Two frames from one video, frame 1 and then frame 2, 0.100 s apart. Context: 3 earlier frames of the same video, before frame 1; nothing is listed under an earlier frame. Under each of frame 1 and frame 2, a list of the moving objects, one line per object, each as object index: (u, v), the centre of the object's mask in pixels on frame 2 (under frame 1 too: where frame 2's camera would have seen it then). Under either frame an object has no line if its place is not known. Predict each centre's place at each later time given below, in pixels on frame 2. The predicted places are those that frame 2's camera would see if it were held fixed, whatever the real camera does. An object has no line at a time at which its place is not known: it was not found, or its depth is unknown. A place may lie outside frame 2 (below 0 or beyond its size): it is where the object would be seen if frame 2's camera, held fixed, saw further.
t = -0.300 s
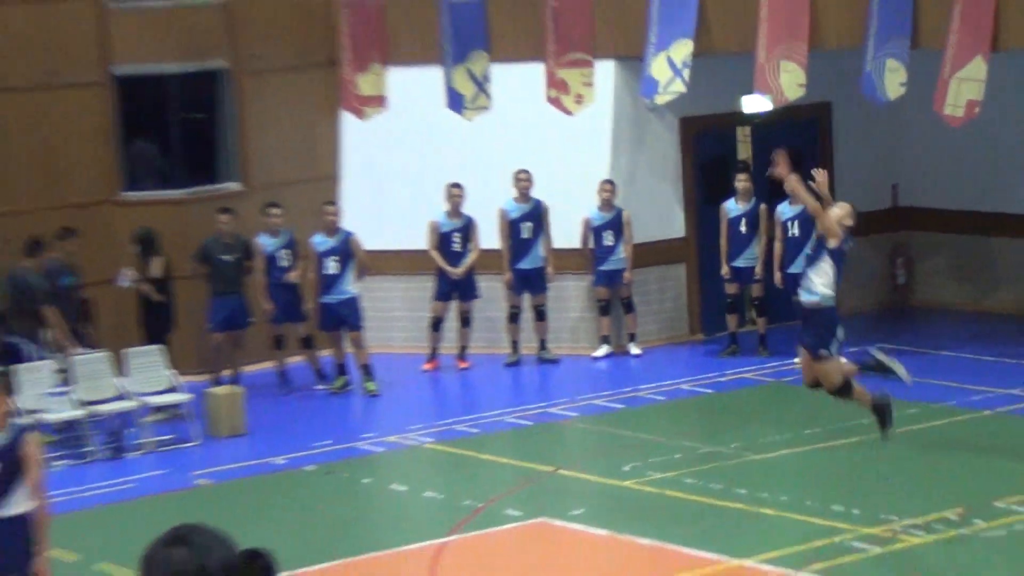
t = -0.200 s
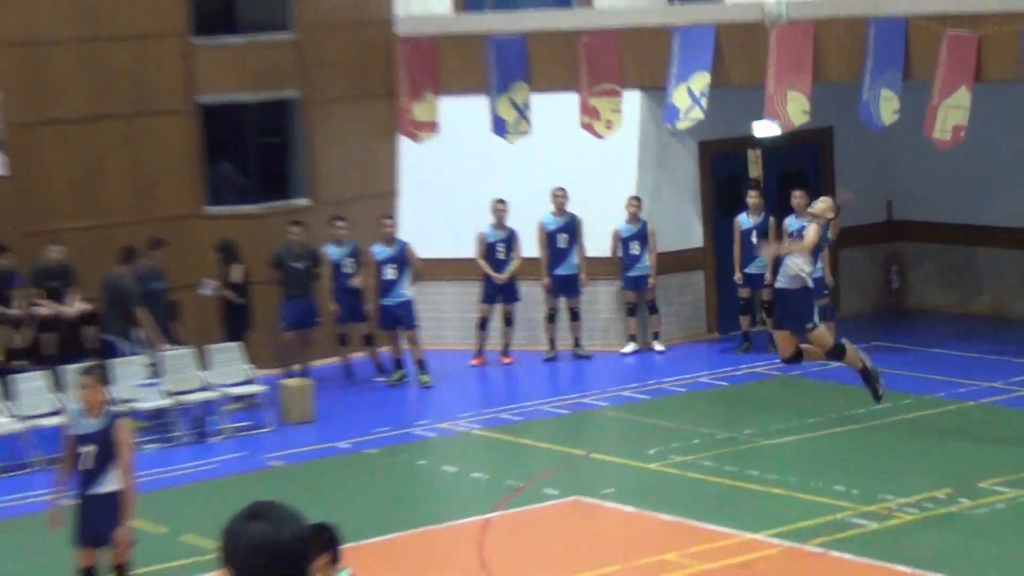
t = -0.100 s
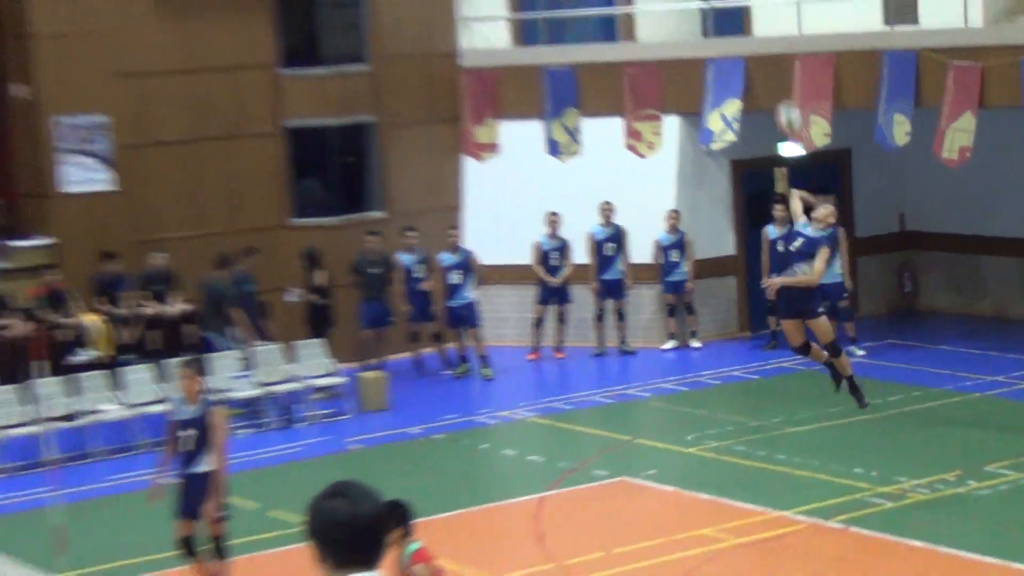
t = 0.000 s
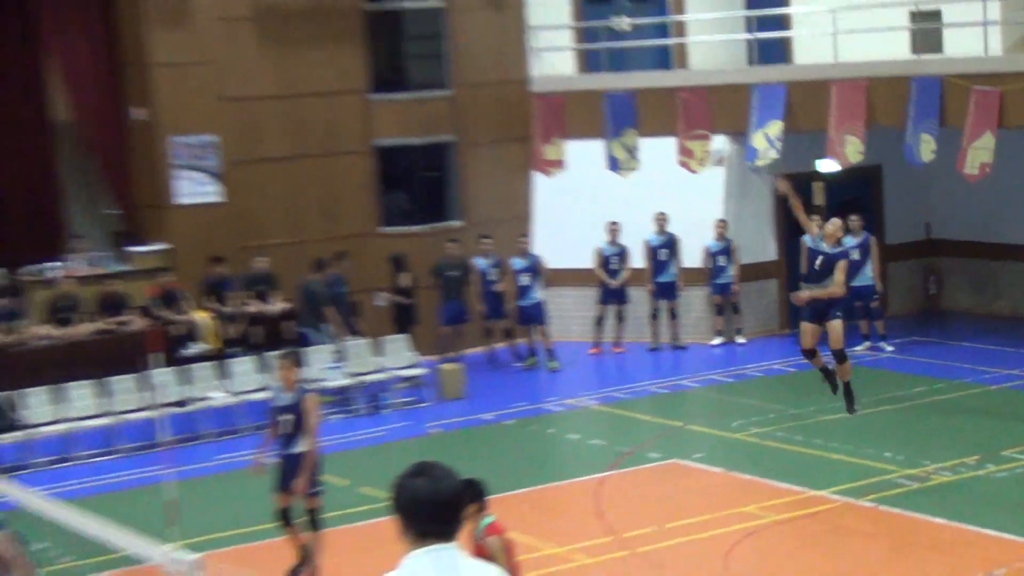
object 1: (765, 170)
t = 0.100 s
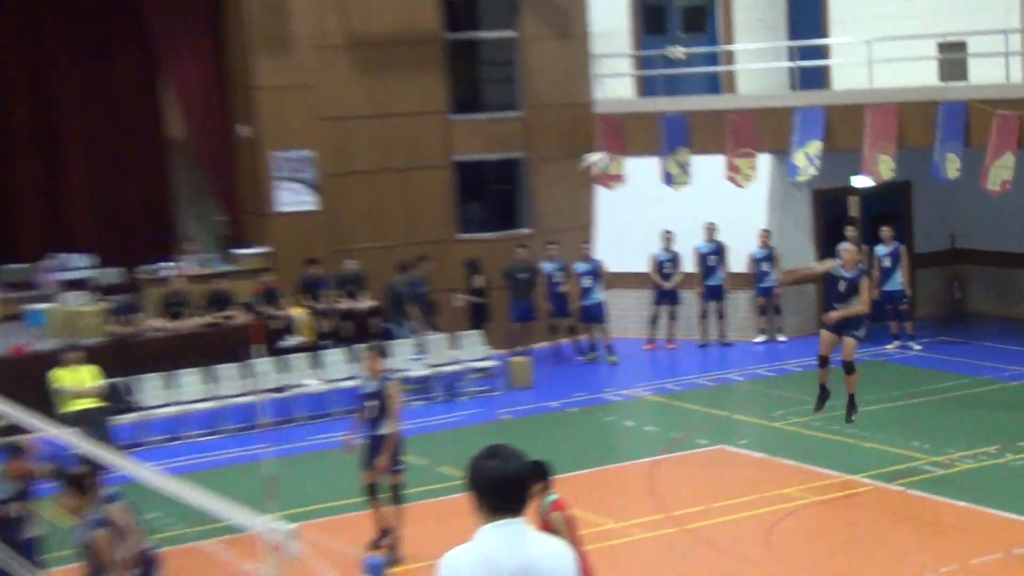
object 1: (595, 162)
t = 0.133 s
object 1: (535, 167)
